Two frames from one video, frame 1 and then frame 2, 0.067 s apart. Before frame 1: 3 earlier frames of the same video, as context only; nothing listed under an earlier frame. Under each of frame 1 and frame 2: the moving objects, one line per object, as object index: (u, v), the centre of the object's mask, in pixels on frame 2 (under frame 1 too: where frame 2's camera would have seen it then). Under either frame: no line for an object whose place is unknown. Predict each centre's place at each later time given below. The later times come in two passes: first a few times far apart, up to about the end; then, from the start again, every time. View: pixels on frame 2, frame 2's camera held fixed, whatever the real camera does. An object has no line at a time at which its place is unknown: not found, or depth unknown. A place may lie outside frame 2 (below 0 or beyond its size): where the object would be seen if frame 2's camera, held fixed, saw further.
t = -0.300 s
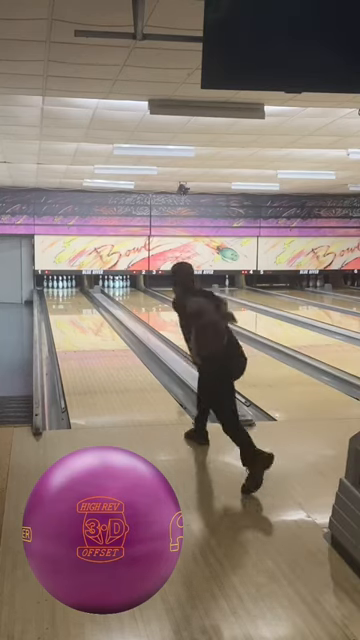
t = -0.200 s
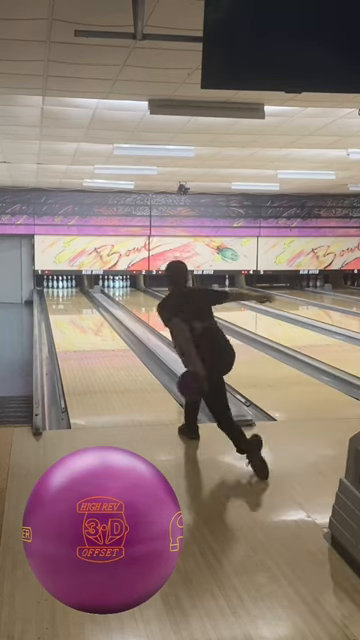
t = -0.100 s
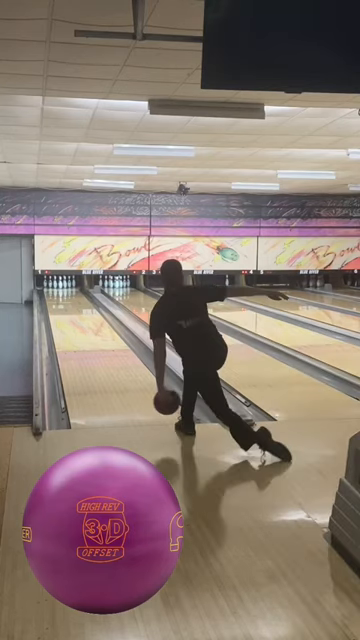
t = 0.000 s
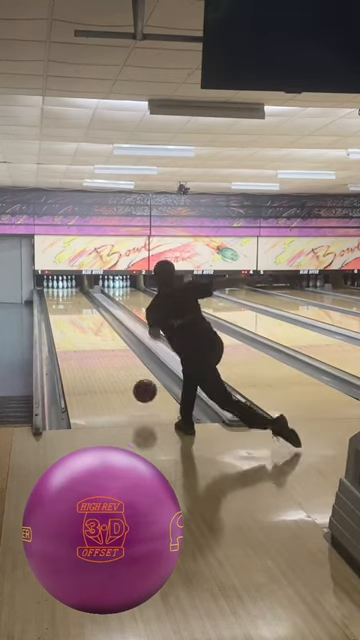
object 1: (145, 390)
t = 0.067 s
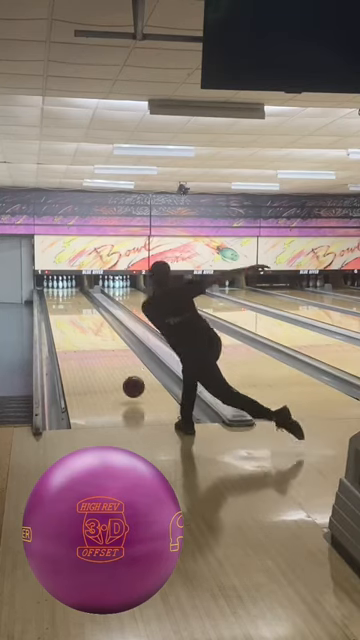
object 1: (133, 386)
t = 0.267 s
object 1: (108, 365)
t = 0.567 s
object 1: (83, 339)
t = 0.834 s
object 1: (70, 324)
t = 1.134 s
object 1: (59, 311)
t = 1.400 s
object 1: (52, 303)
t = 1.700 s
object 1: (50, 295)
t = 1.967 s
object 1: (53, 292)
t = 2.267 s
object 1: (57, 287)
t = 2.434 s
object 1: (58, 285)
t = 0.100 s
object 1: (128, 386)
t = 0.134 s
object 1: (124, 381)
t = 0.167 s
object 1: (119, 377)
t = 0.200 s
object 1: (115, 373)
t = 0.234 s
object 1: (111, 369)
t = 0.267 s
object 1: (108, 365)
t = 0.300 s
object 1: (104, 361)
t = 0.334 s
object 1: (101, 358)
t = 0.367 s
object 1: (98, 355)
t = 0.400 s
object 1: (96, 352)
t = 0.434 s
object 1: (93, 349)
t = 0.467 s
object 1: (90, 346)
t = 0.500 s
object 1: (88, 344)
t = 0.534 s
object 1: (86, 341)
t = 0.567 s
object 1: (83, 339)
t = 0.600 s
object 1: (81, 337)
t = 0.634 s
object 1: (80, 335)
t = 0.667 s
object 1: (78, 333)
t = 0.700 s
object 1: (76, 331)
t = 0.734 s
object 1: (74, 329)
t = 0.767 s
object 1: (73, 327)
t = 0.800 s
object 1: (71, 325)
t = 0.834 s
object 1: (70, 324)
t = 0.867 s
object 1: (68, 322)
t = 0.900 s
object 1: (67, 321)
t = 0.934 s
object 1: (65, 319)
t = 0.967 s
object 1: (64, 318)
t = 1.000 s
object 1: (63, 316)
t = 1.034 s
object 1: (62, 315)
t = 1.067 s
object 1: (61, 313)
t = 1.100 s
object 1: (60, 312)
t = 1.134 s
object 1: (59, 311)
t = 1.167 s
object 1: (58, 310)
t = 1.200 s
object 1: (57, 309)
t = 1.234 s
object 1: (56, 308)
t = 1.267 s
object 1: (55, 307)
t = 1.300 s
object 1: (54, 306)
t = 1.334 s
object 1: (54, 305)
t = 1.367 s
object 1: (53, 304)
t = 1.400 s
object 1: (52, 303)
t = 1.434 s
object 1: (52, 302)
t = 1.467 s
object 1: (52, 301)
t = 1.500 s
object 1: (51, 300)
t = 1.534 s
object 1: (51, 300)
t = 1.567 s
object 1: (52, 301)
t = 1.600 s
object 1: (51, 298)
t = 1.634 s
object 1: (51, 297)
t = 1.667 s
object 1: (50, 296)
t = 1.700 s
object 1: (50, 295)
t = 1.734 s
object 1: (50, 294)
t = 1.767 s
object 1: (51, 294)
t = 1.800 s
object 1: (51, 294)
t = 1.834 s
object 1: (51, 293)
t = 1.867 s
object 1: (51, 293)
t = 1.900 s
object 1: (52, 292)
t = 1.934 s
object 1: (53, 292)
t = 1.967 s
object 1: (53, 292)
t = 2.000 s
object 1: (53, 292)
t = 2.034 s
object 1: (54, 291)
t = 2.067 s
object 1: (54, 291)
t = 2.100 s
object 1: (54, 289)
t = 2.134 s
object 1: (54, 289)
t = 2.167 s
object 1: (55, 289)
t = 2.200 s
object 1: (56, 288)
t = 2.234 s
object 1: (56, 288)
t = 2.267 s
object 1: (57, 287)
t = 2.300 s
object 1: (57, 287)
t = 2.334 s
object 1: (57, 287)
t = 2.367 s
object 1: (58, 286)
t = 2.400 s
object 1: (58, 285)
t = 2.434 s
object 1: (58, 285)
